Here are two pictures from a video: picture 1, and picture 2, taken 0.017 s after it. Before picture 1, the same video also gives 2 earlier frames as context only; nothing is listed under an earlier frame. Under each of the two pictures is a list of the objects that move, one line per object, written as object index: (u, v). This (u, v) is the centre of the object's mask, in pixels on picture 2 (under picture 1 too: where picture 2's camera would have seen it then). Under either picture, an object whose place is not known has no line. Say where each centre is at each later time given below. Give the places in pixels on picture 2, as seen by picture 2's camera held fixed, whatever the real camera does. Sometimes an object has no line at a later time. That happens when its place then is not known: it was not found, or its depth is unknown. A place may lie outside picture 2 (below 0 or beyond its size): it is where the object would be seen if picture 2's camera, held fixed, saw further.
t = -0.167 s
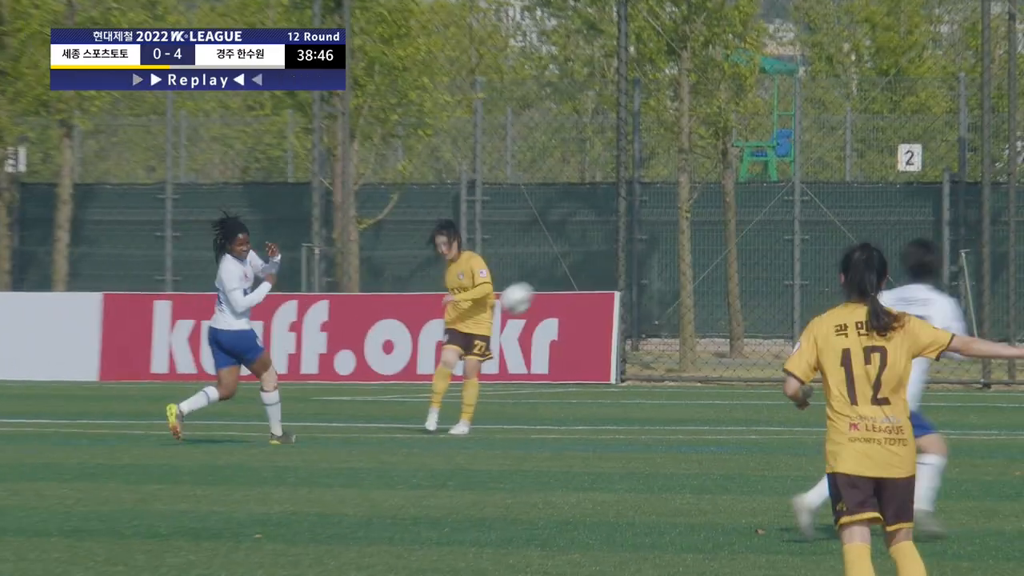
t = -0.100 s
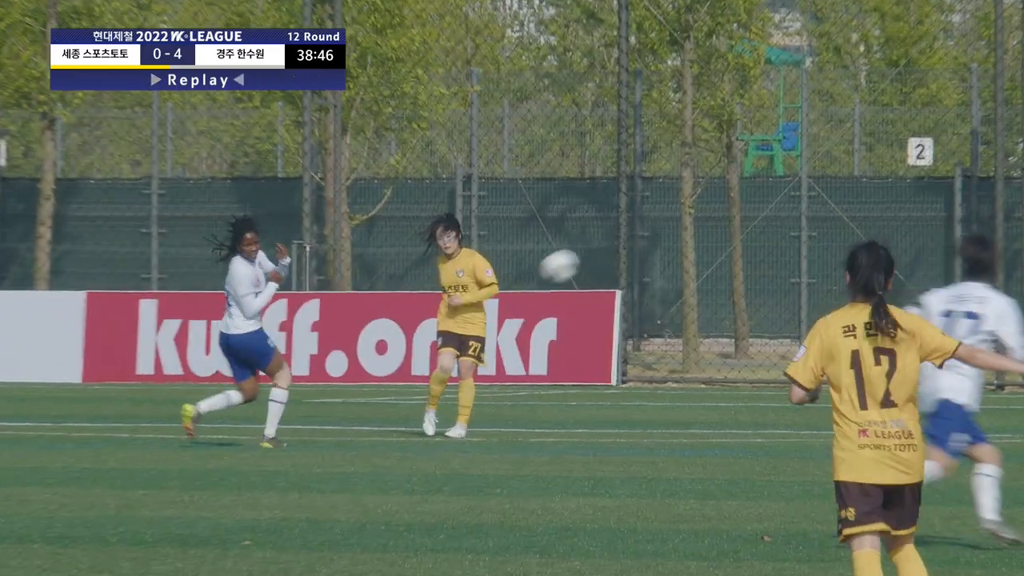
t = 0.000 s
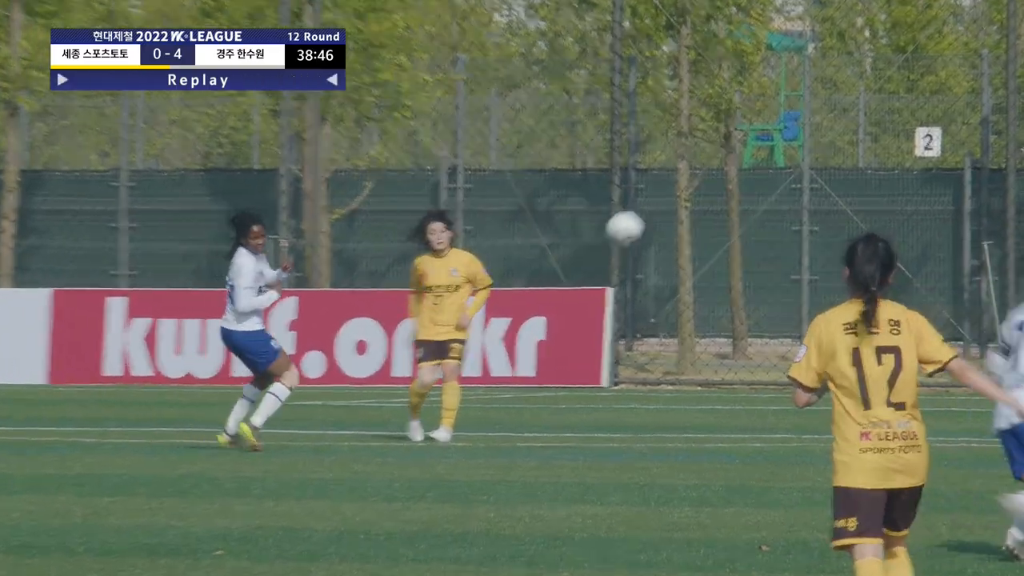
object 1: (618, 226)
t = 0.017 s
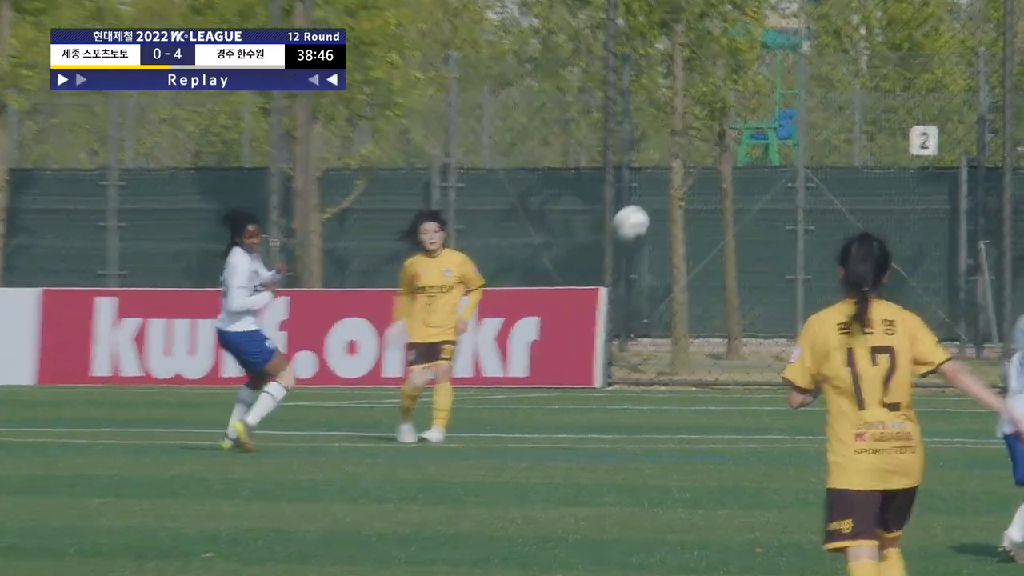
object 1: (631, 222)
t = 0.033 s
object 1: (644, 218)
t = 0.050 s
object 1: (657, 216)
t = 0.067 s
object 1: (671, 214)
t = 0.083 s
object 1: (684, 211)
